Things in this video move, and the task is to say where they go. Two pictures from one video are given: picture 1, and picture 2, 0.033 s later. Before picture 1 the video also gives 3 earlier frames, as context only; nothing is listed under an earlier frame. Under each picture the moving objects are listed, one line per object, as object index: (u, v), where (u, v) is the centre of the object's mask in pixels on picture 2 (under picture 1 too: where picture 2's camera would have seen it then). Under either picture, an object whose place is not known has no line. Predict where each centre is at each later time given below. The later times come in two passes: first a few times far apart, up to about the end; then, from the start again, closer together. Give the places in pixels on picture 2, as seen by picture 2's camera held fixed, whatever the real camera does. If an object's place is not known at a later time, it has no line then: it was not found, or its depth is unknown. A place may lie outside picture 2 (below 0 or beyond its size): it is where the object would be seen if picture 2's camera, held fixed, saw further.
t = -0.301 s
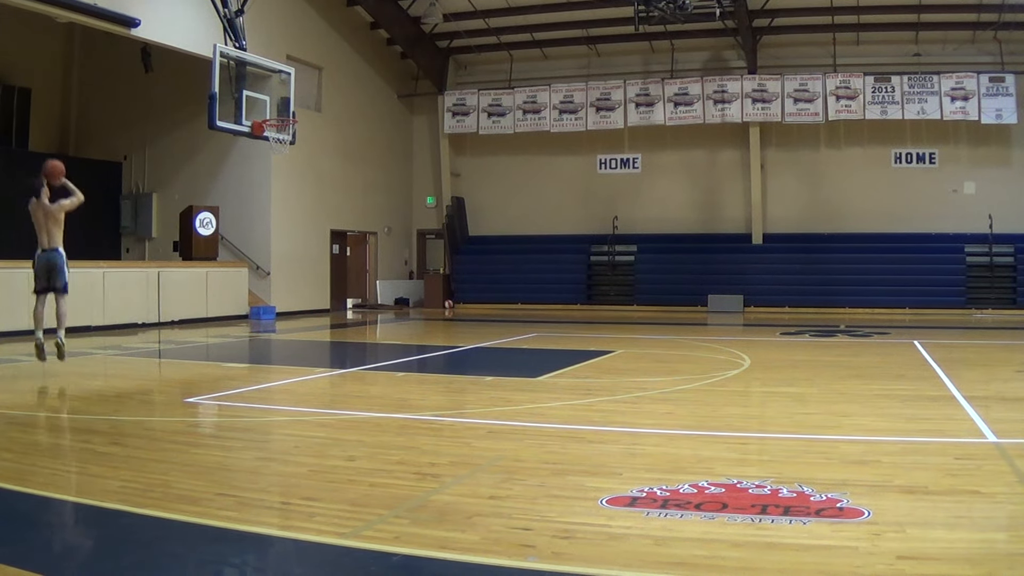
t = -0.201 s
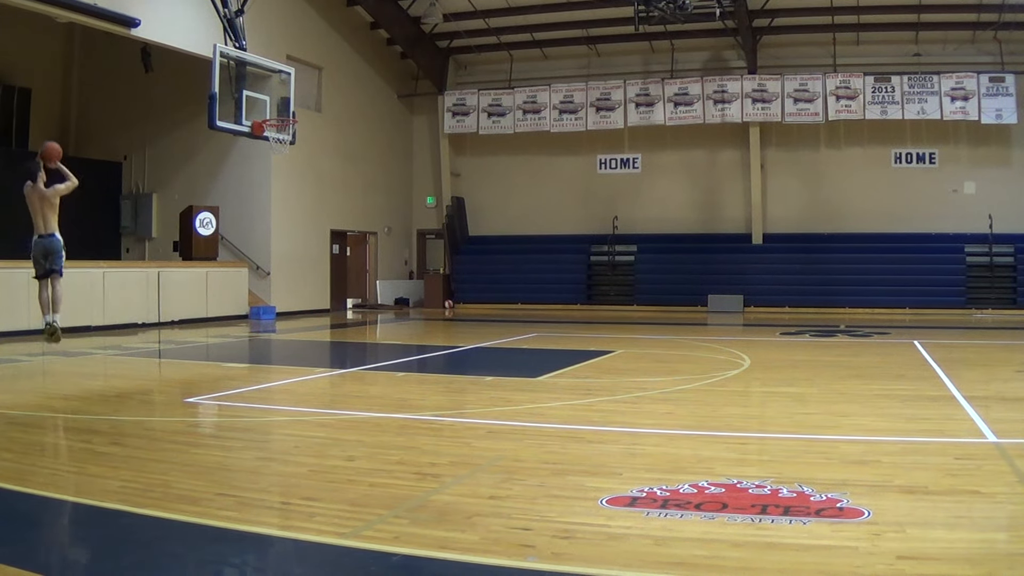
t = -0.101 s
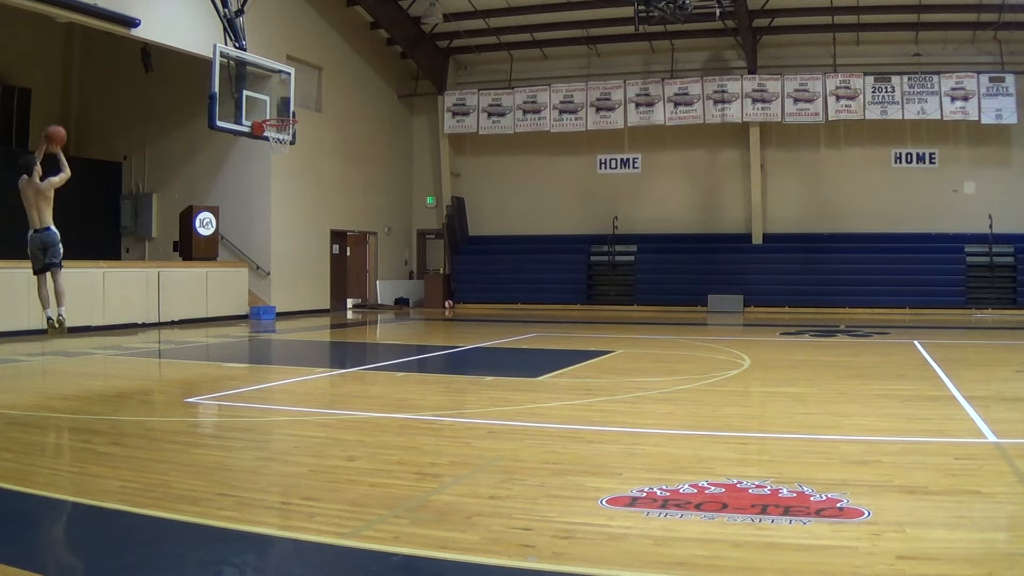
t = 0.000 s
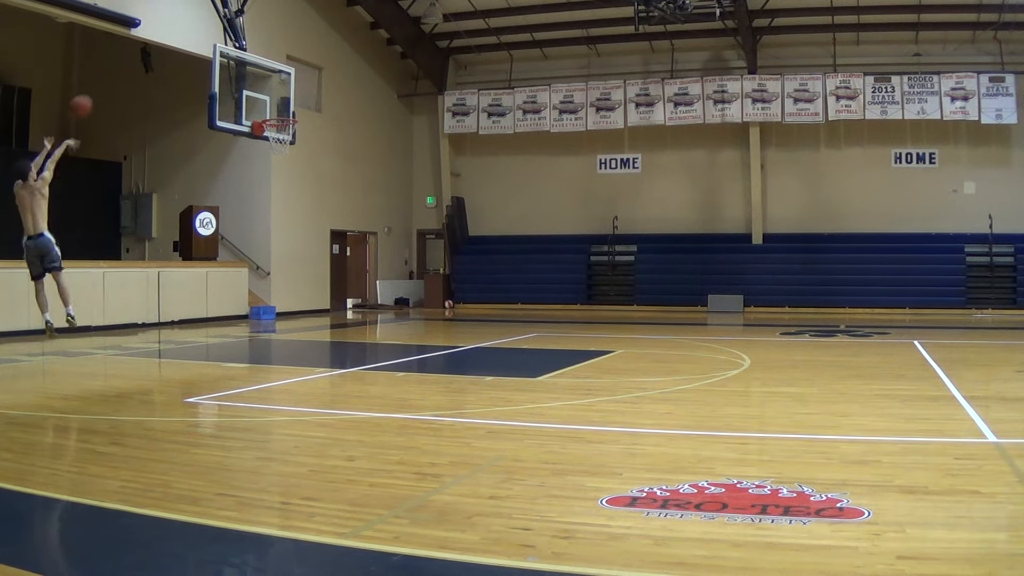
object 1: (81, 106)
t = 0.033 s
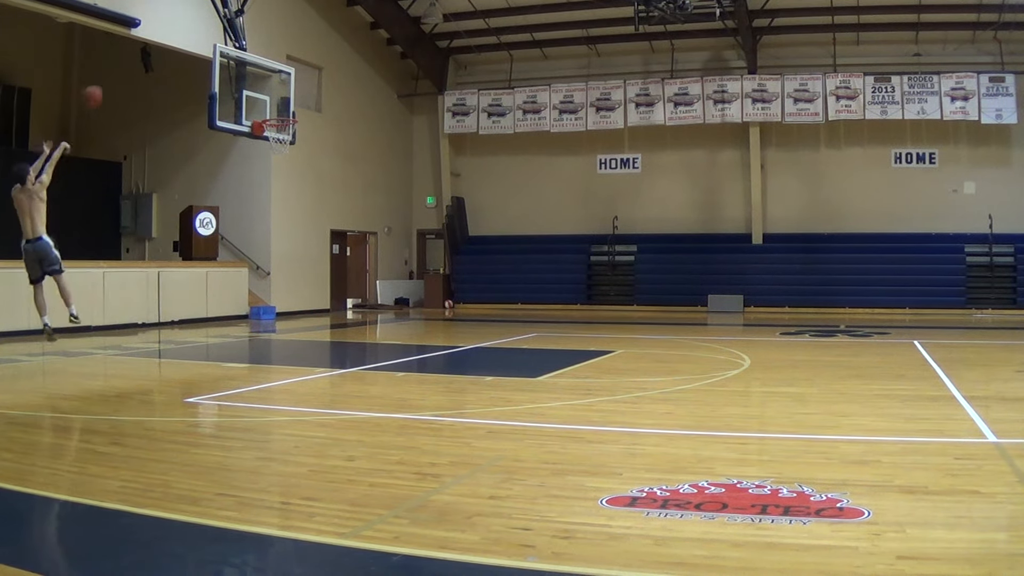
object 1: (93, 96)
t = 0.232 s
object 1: (152, 61)
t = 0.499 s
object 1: (224, 73)
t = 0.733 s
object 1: (269, 104)
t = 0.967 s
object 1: (276, 72)
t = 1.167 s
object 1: (281, 74)
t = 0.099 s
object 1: (114, 81)
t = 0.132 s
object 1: (125, 75)
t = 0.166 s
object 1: (134, 69)
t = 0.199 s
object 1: (145, 62)
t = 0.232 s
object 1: (152, 61)
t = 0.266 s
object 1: (163, 60)
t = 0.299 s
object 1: (173, 59)
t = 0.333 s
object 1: (181, 59)
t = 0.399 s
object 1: (199, 61)
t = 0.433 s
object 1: (208, 64)
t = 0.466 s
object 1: (215, 69)
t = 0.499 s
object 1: (224, 73)
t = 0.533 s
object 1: (231, 76)
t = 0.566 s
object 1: (238, 83)
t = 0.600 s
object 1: (246, 88)
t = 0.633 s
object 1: (254, 96)
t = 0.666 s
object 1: (261, 105)
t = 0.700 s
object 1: (267, 111)
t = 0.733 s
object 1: (269, 104)
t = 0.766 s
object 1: (269, 98)
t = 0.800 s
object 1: (271, 92)
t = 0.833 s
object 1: (272, 85)
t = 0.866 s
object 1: (273, 81)
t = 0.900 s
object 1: (274, 77)
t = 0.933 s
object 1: (275, 74)
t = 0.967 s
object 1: (276, 72)
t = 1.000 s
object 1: (277, 70)
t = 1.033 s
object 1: (278, 69)
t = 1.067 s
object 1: (279, 69)
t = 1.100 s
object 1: (280, 70)
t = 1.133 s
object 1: (281, 72)
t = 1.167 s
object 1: (281, 74)
